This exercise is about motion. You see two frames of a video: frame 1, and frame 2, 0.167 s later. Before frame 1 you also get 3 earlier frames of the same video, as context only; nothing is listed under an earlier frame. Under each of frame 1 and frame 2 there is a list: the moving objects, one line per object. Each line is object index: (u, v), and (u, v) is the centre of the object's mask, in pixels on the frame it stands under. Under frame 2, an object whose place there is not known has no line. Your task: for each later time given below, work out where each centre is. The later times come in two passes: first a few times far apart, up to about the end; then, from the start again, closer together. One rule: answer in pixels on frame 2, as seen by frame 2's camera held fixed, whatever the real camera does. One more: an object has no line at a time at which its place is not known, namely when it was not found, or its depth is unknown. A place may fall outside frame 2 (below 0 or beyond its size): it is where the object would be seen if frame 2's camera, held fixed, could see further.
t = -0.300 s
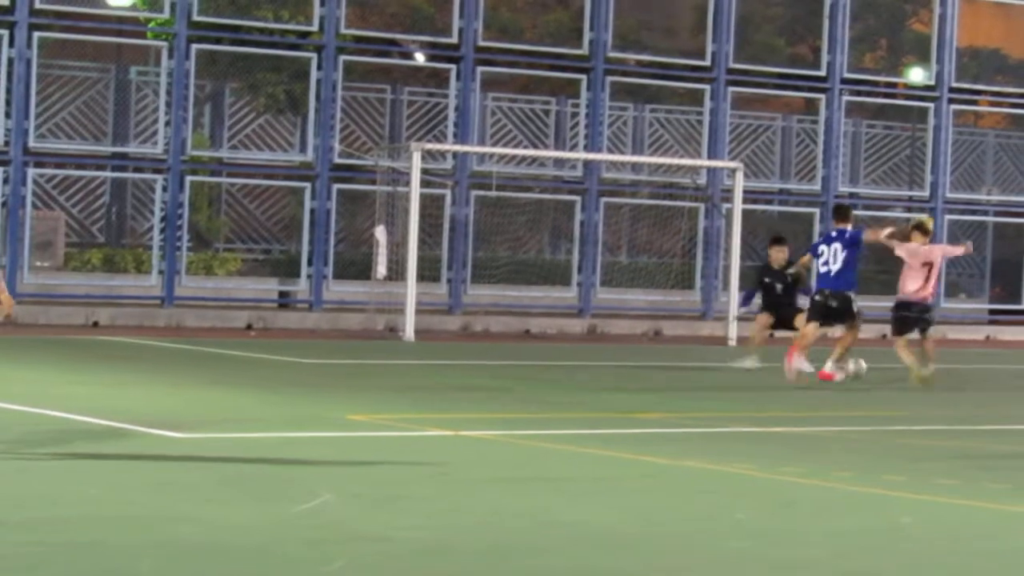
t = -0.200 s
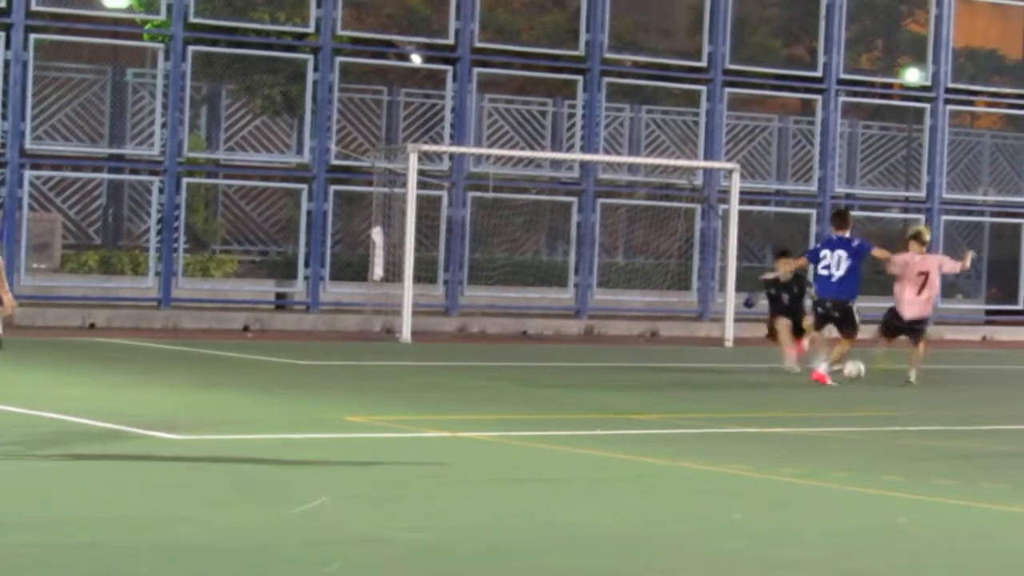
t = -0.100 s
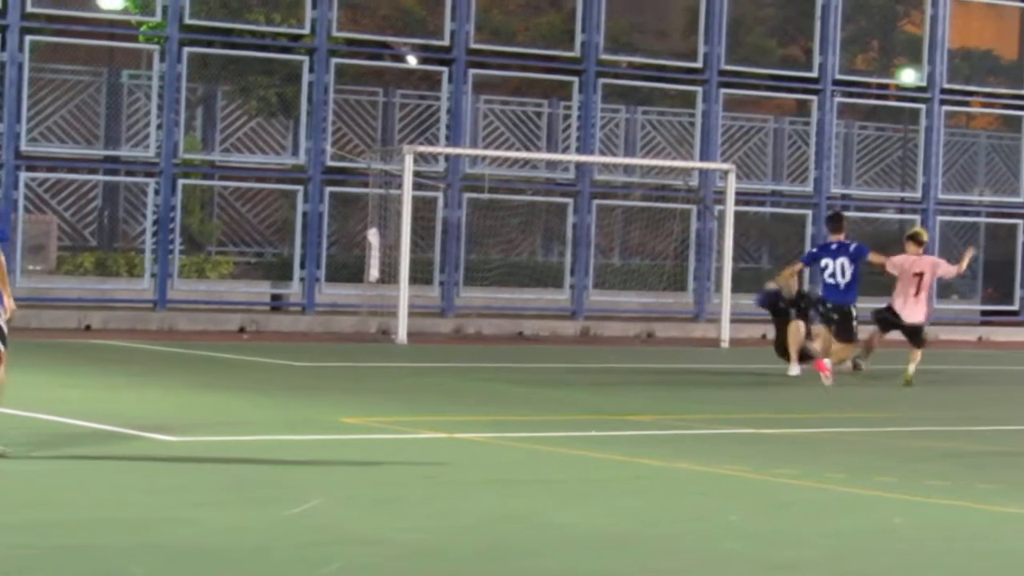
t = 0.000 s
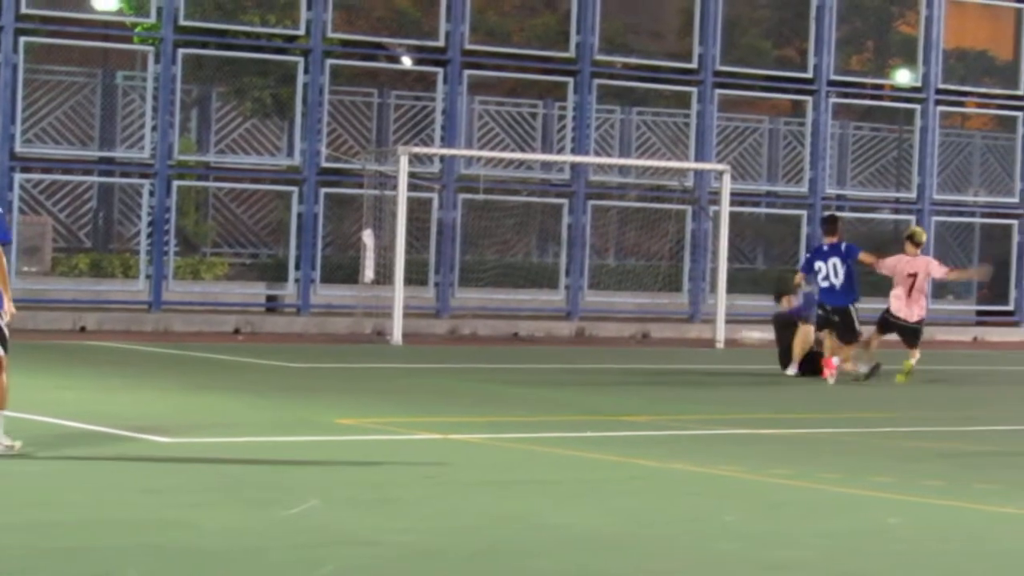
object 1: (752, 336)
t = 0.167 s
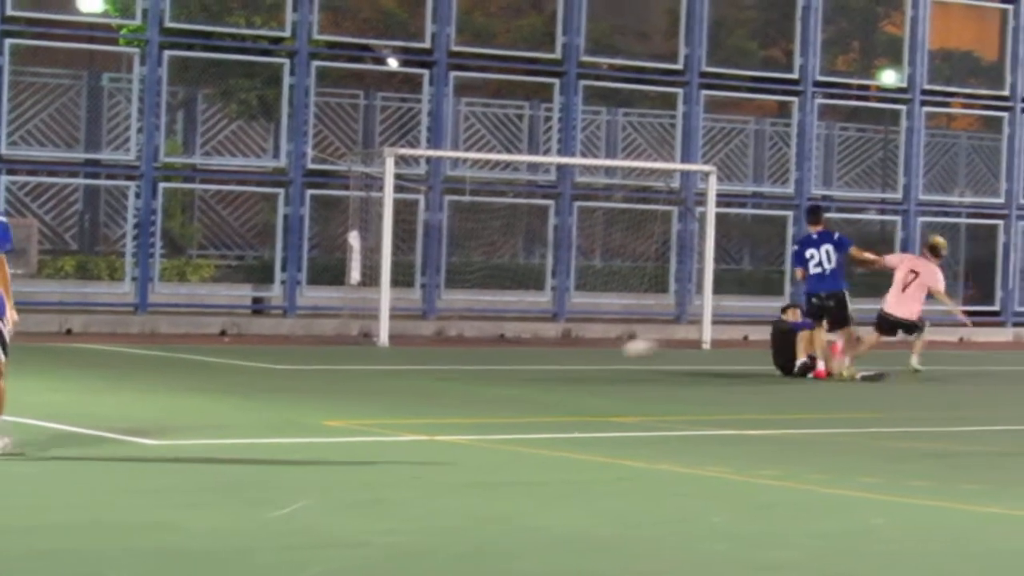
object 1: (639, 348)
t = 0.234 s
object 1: (597, 358)
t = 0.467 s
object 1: (484, 346)
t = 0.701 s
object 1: (377, 363)
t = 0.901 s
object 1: (309, 351)
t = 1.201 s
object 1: (208, 351)
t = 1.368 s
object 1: (150, 361)
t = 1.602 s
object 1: (63, 362)
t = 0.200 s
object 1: (618, 352)
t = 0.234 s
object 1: (597, 358)
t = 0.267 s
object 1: (575, 365)
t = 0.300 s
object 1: (559, 362)
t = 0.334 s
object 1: (545, 356)
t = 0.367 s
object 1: (529, 352)
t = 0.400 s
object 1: (515, 349)
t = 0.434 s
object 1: (500, 346)
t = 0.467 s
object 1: (484, 346)
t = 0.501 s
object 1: (470, 346)
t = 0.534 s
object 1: (454, 346)
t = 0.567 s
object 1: (439, 350)
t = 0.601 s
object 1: (423, 353)
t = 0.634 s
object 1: (407, 357)
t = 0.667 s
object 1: (391, 363)
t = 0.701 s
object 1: (377, 363)
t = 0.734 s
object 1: (366, 358)
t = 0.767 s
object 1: (356, 355)
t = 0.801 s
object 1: (344, 352)
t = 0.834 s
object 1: (332, 351)
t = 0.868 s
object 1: (321, 351)
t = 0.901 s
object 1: (309, 351)
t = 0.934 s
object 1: (298, 353)
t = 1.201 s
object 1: (208, 351)
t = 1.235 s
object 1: (197, 352)
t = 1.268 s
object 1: (185, 354)
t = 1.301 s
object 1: (174, 359)
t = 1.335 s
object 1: (162, 363)
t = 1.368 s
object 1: (150, 361)
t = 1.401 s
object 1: (138, 359)
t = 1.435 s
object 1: (125, 357)
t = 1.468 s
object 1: (113, 357)
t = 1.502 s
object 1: (100, 357)
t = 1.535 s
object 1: (88, 358)
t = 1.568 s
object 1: (76, 362)
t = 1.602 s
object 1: (63, 362)
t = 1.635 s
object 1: (54, 359)
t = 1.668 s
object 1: (49, 356)
